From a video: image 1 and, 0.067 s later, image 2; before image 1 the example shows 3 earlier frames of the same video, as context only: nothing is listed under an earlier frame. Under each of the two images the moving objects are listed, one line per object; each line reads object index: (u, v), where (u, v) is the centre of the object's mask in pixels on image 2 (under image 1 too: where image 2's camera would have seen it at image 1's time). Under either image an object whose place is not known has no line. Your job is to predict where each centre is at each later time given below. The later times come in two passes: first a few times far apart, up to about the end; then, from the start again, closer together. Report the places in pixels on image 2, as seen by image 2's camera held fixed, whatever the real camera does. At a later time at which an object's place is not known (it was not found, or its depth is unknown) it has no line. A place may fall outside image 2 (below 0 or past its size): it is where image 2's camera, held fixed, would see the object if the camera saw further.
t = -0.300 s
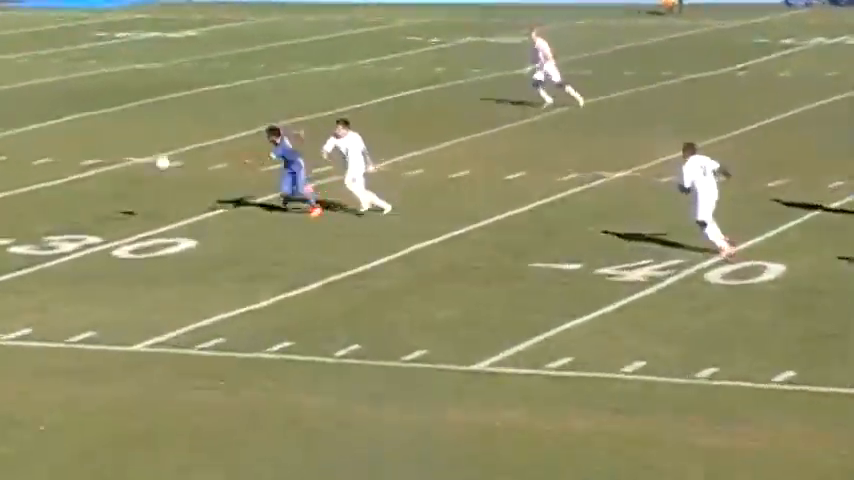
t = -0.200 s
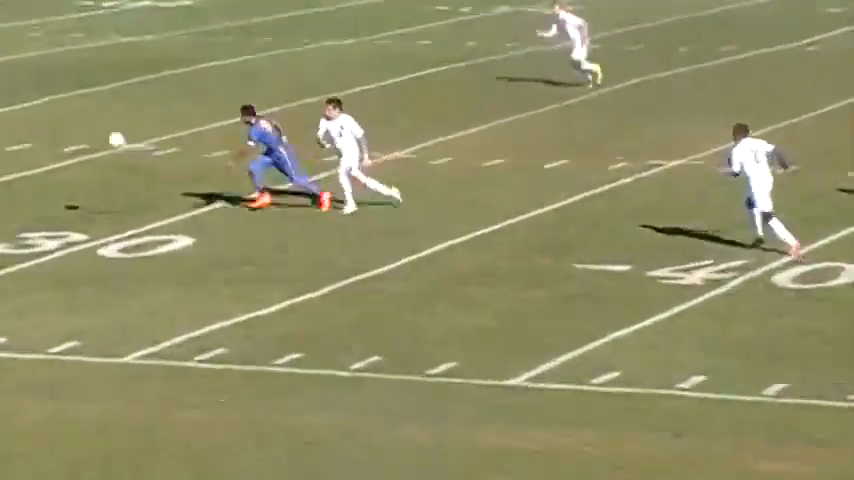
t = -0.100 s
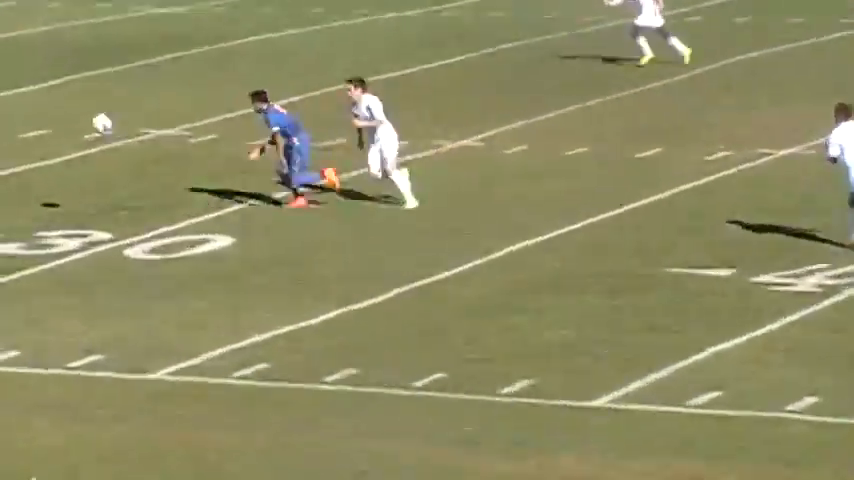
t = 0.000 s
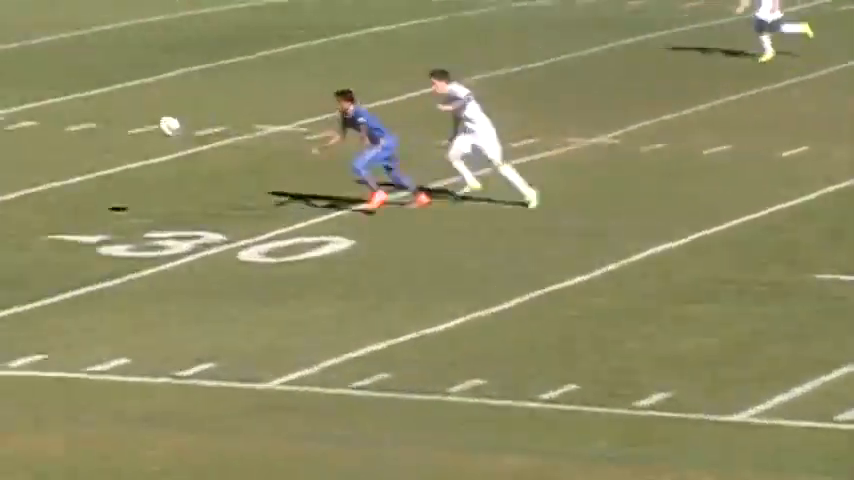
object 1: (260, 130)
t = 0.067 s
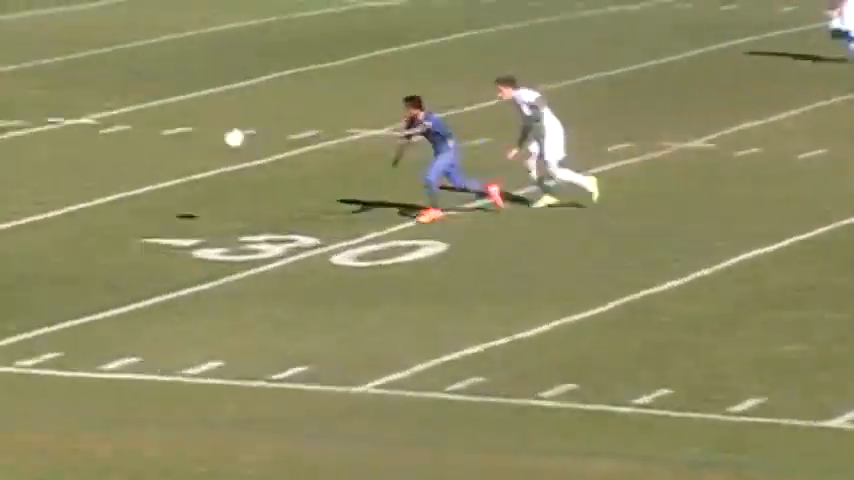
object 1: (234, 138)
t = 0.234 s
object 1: (162, 182)
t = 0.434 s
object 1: (75, 226)
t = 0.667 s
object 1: (-37, 201)
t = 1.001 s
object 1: (-192, 255)
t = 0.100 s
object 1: (215, 147)
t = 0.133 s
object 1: (201, 153)
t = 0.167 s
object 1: (189, 161)
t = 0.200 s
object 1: (175, 171)
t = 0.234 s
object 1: (162, 182)
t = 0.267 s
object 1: (147, 192)
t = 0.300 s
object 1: (132, 205)
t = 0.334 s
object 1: (117, 218)
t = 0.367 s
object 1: (102, 233)
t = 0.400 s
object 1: (90, 234)
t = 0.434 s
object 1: (75, 226)
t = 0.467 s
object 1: (59, 218)
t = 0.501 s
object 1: (42, 214)
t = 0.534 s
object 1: (27, 209)
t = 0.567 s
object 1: (10, 205)
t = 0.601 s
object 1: (-5, 203)
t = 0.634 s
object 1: (-23, 202)
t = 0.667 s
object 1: (-37, 201)
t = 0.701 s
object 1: (-53, 201)
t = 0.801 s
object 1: (-100, 210)
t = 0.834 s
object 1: (-116, 214)
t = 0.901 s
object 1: (-146, 227)
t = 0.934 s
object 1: (-161, 235)
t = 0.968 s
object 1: (-176, 244)
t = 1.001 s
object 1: (-192, 255)
